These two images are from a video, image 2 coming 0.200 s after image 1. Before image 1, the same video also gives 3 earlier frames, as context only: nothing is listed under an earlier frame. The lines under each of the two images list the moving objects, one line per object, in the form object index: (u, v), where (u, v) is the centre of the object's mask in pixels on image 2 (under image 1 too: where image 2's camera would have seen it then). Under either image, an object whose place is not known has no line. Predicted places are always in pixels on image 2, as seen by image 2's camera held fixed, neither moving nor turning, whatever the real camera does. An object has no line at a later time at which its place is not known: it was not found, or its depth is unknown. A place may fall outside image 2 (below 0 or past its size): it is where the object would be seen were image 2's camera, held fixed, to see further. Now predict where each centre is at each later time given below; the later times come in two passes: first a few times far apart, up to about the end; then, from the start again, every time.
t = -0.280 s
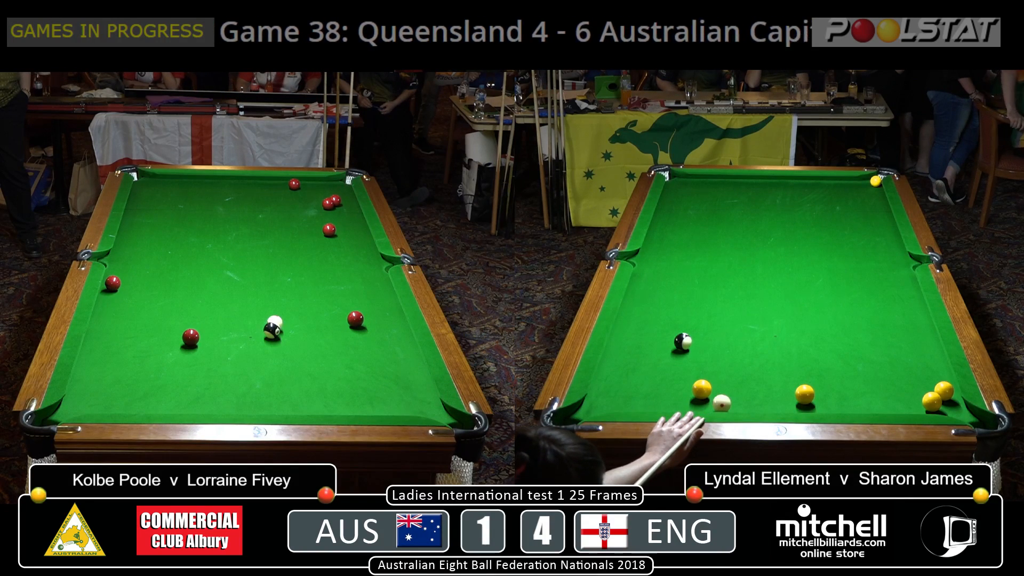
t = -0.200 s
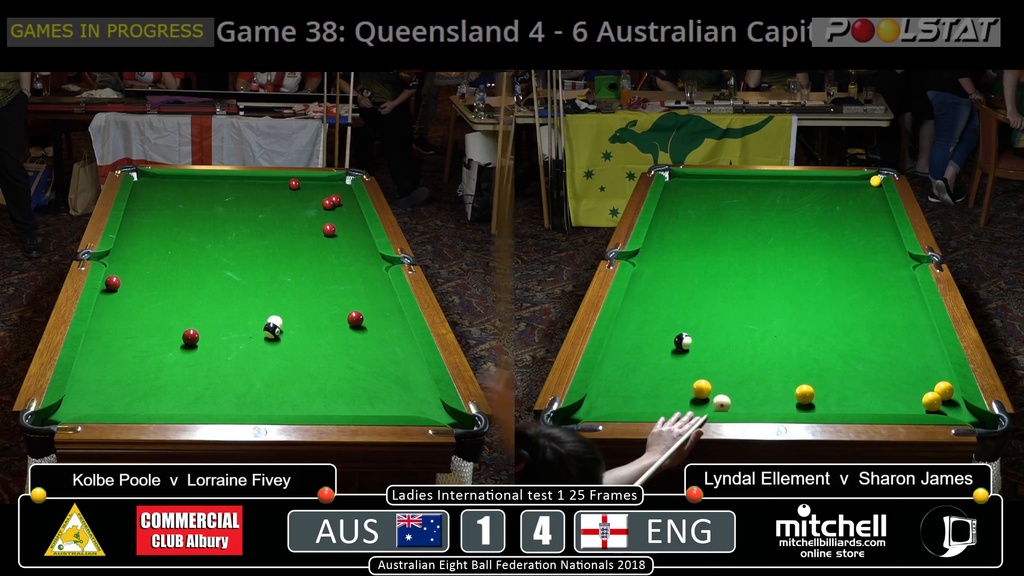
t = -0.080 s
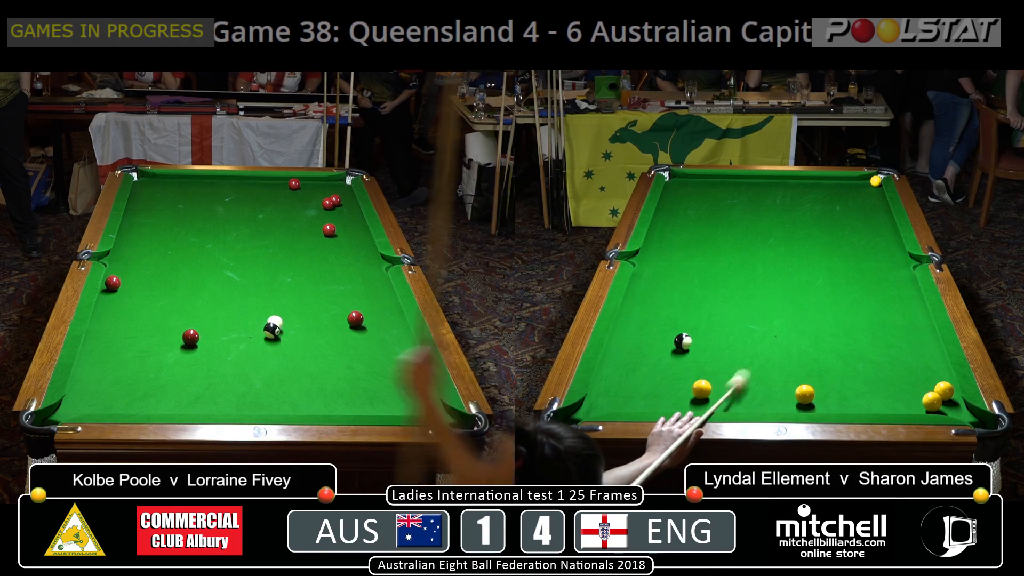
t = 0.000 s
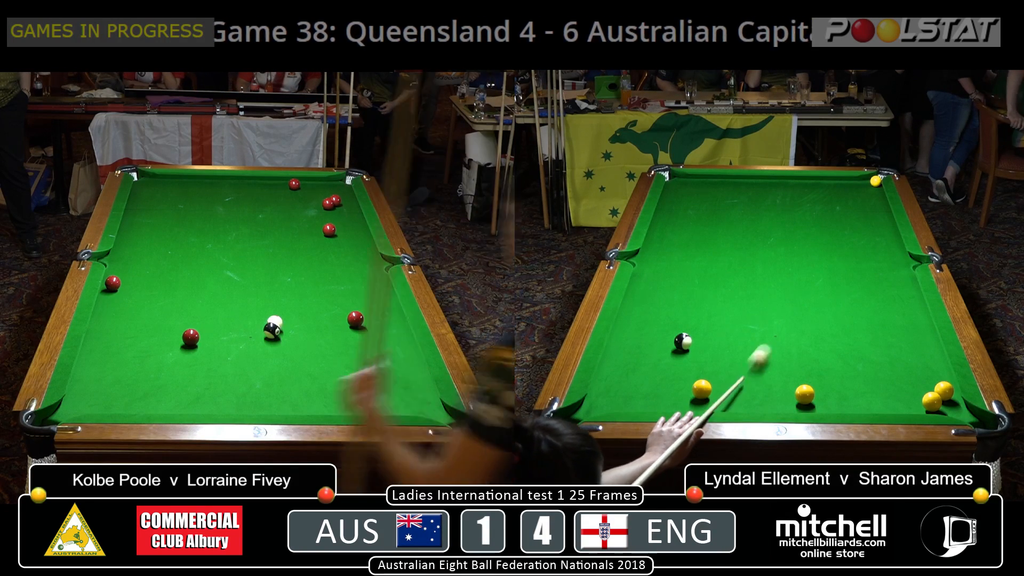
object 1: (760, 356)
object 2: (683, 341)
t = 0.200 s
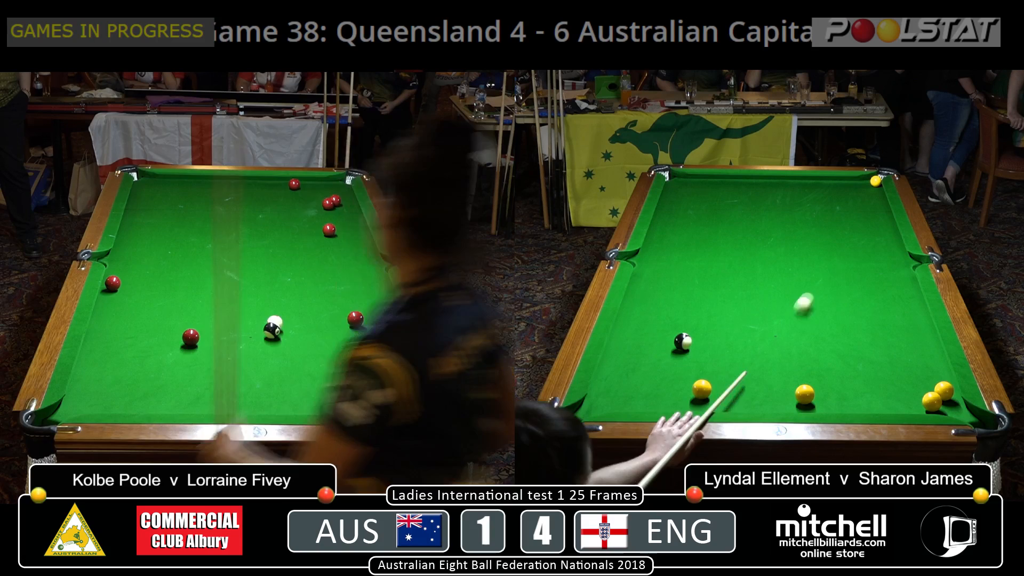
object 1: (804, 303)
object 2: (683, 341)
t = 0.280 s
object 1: (819, 285)
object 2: (683, 341)
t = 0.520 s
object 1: (855, 240)
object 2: (683, 341)
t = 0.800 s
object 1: (878, 200)
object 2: (683, 341)
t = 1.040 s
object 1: (852, 179)
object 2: (683, 341)
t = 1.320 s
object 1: (834, 197)
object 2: (683, 341)
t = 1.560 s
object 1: (818, 213)
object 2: (683, 341)
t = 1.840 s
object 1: (797, 233)
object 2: (683, 341)
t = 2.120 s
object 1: (775, 255)
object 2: (683, 341)
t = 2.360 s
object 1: (754, 275)
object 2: (683, 341)
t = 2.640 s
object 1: (728, 301)
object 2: (683, 341)
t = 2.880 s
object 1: (704, 325)
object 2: (683, 341)
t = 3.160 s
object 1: (696, 340)
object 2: (666, 353)
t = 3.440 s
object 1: (700, 346)
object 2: (642, 368)
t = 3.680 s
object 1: (702, 351)
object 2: (621, 382)
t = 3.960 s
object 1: (705, 355)
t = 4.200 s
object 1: (707, 357)
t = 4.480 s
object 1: (708, 358)
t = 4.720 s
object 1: (708, 359)
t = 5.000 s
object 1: (708, 359)
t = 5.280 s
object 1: (708, 359)
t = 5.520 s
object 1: (708, 359)
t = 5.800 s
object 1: (708, 359)
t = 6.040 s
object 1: (708, 359)
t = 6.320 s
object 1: (708, 359)
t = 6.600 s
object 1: (708, 359)
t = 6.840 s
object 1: (708, 359)
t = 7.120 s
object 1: (708, 359)
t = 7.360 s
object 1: (708, 359)
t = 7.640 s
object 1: (708, 359)
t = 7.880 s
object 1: (708, 359)
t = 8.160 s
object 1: (708, 359)
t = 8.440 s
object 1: (708, 359)
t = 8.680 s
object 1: (708, 359)
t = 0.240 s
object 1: (812, 294)
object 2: (683, 341)
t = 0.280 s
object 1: (819, 285)
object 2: (683, 341)
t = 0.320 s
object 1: (825, 277)
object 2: (683, 341)
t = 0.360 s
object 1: (832, 269)
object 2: (683, 341)
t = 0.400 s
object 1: (838, 261)
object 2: (683, 341)
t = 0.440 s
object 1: (844, 254)
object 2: (683, 341)
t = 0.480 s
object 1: (850, 247)
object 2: (683, 341)
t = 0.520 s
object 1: (855, 240)
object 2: (683, 341)
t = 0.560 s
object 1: (861, 234)
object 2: (683, 341)
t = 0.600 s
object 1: (866, 228)
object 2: (683, 341)
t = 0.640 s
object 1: (870, 222)
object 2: (683, 341)
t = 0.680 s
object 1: (875, 216)
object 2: (683, 341)
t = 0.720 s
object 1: (880, 211)
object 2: (683, 341)
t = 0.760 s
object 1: (883, 205)
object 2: (683, 341)
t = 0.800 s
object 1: (878, 200)
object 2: (683, 341)
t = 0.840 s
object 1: (873, 196)
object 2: (683, 341)
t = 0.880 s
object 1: (868, 192)
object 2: (683, 341)
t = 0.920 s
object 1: (864, 188)
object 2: (683, 341)
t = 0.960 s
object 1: (859, 184)
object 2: (683, 341)
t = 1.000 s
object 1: (856, 180)
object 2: (683, 341)
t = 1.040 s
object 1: (852, 179)
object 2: (683, 341)
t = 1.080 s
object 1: (850, 182)
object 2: (683, 341)
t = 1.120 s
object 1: (848, 185)
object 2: (683, 341)
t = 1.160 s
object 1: (845, 187)
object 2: (683, 341)
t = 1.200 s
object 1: (843, 190)
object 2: (683, 341)
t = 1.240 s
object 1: (840, 192)
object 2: (683, 341)
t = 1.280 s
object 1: (837, 195)
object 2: (683, 341)
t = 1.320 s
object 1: (834, 197)
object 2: (683, 341)
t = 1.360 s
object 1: (832, 200)
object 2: (683, 341)
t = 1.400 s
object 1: (829, 203)
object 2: (683, 341)
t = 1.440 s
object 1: (826, 205)
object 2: (683, 341)
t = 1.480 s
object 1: (824, 208)
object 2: (683, 341)
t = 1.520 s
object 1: (821, 211)
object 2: (683, 341)
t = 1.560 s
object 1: (818, 213)
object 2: (683, 341)
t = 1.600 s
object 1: (815, 216)
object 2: (683, 341)
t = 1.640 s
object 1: (812, 219)
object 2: (683, 341)
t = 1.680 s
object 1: (809, 222)
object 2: (683, 341)
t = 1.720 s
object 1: (806, 225)
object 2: (683, 341)
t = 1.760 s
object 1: (803, 227)
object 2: (683, 341)
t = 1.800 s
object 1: (800, 230)
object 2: (683, 341)
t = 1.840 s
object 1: (797, 233)
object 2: (683, 341)
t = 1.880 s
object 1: (794, 236)
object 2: (683, 341)
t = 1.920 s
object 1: (791, 240)
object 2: (683, 341)
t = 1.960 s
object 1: (788, 243)
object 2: (683, 341)
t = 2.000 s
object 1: (784, 246)
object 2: (683, 341)
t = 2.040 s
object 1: (781, 249)
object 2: (683, 341)
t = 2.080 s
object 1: (778, 252)
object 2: (683, 341)
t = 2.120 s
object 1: (775, 255)
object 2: (683, 341)
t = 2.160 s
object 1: (771, 258)
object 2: (683, 341)
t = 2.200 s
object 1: (768, 262)
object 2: (683, 341)
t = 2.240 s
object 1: (765, 266)
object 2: (683, 341)
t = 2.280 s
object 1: (761, 269)
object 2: (683, 341)
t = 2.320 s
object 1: (758, 272)
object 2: (683, 341)
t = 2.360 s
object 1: (754, 275)
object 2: (683, 341)
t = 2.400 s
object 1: (750, 279)
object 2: (683, 341)
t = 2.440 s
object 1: (747, 283)
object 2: (683, 341)
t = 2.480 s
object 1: (743, 287)
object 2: (683, 341)
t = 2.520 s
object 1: (739, 290)
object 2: (683, 341)
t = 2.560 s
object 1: (736, 294)
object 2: (683, 341)
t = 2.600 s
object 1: (732, 297)
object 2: (683, 341)
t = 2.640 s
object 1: (728, 301)
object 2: (683, 341)
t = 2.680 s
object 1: (724, 305)
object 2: (683, 341)
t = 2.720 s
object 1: (720, 309)
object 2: (683, 341)
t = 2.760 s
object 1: (716, 313)
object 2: (683, 341)
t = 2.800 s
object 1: (712, 316)
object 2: (683, 341)
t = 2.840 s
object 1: (708, 321)
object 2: (683, 341)
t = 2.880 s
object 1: (704, 325)
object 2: (683, 341)
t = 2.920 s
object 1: (700, 329)
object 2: (683, 341)
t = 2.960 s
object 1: (696, 333)
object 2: (683, 341)
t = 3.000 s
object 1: (695, 335)
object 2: (681, 343)
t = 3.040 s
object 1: (695, 336)
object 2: (677, 345)
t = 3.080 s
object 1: (695, 337)
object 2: (673, 348)
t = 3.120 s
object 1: (696, 339)
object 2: (669, 350)
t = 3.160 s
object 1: (696, 340)
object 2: (666, 353)
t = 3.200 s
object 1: (697, 341)
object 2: (662, 355)
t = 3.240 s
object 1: (697, 342)
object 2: (659, 357)
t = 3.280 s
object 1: (698, 343)
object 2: (655, 359)
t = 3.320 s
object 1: (698, 344)
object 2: (652, 361)
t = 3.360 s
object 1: (699, 345)
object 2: (648, 363)
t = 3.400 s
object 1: (699, 345)
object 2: (645, 366)
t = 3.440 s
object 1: (700, 346)
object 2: (642, 368)
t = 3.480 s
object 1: (700, 347)
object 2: (638, 370)
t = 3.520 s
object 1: (701, 348)
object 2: (635, 373)
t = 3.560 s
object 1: (701, 349)
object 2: (631, 375)
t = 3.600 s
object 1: (702, 349)
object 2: (627, 378)
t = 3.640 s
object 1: (702, 350)
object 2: (624, 380)
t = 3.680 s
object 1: (702, 351)
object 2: (621, 382)
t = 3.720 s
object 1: (703, 352)
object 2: (618, 384)
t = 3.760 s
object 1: (703, 352)
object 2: (614, 386)
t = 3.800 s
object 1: (704, 353)
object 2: (611, 388)
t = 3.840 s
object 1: (704, 353)
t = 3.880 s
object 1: (704, 354)
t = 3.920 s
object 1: (704, 354)
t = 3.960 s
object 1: (705, 355)
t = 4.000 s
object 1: (705, 355)
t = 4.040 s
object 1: (705, 356)
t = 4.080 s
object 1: (706, 356)
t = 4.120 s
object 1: (706, 356)
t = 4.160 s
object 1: (706, 357)
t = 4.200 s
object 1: (707, 357)
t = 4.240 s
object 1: (707, 357)
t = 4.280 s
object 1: (707, 358)
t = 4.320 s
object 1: (707, 358)
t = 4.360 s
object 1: (707, 358)
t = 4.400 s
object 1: (708, 358)
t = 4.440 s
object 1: (708, 358)
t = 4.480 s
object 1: (708, 358)
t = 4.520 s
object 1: (708, 359)
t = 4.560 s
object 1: (708, 359)
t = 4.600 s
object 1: (708, 359)
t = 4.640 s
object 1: (708, 359)
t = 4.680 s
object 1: (708, 359)
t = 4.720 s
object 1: (708, 359)
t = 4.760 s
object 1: (708, 359)
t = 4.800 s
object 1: (708, 359)
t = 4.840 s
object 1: (708, 359)
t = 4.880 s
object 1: (708, 359)
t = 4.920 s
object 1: (708, 359)
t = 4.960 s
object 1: (708, 359)
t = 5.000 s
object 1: (708, 359)
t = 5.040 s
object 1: (708, 359)
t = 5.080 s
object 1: (708, 359)
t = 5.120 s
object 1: (708, 359)
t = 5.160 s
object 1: (708, 359)
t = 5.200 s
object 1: (708, 359)
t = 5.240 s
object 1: (708, 359)
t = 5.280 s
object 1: (708, 359)
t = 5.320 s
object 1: (708, 359)
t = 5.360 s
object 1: (708, 359)
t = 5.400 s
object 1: (708, 359)
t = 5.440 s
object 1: (708, 359)
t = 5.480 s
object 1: (708, 359)
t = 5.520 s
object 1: (708, 359)
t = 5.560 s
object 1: (708, 359)
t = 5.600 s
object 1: (708, 359)
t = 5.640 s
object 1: (708, 359)
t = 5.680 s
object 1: (708, 359)
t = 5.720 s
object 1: (708, 359)
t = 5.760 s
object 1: (708, 359)
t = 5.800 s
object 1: (708, 359)
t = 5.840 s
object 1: (708, 359)
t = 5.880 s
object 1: (708, 359)
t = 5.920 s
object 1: (708, 359)
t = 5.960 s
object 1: (708, 359)
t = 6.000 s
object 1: (708, 359)
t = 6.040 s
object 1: (708, 359)
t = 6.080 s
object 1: (708, 359)
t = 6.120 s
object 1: (708, 359)
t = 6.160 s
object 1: (708, 359)
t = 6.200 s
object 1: (708, 359)
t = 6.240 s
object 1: (708, 359)
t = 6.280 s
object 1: (708, 359)
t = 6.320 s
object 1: (708, 359)
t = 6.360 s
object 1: (708, 359)
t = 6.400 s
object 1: (708, 359)
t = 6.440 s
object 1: (708, 359)
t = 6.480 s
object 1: (708, 359)
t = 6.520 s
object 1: (708, 359)
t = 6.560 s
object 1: (708, 359)
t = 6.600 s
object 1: (708, 359)
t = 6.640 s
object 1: (708, 359)
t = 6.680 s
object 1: (708, 359)
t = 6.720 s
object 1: (708, 359)
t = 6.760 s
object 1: (708, 359)
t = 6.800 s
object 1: (708, 359)
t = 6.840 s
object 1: (708, 359)
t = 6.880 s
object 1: (708, 359)
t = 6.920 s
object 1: (708, 359)
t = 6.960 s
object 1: (708, 359)
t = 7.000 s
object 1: (708, 359)
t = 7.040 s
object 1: (708, 359)
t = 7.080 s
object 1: (708, 359)
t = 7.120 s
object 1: (708, 359)
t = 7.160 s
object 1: (708, 359)
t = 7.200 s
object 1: (708, 359)
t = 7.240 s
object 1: (708, 359)
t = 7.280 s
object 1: (708, 359)
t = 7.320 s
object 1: (708, 359)
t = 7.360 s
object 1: (708, 359)
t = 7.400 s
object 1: (708, 359)
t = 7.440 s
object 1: (708, 359)
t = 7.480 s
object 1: (708, 359)
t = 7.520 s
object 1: (708, 359)
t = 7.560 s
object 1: (708, 359)
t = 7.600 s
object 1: (708, 359)
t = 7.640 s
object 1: (708, 359)
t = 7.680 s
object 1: (708, 359)
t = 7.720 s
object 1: (708, 359)
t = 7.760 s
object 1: (708, 359)
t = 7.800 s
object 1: (708, 359)
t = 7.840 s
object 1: (708, 359)
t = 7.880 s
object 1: (708, 359)
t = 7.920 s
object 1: (708, 359)
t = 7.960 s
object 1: (708, 359)
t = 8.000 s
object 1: (708, 359)
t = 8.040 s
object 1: (708, 359)
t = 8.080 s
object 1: (708, 359)
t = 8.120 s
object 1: (708, 359)
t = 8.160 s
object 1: (708, 359)
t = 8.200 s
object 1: (708, 359)
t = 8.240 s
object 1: (708, 359)
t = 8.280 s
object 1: (708, 359)
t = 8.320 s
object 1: (708, 359)
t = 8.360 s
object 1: (708, 359)
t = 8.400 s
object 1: (708, 359)
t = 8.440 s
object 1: (708, 359)
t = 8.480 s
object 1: (708, 359)
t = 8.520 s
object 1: (708, 359)
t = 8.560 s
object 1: (708, 359)
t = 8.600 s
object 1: (708, 359)
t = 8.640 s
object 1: (708, 359)
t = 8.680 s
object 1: (708, 359)
